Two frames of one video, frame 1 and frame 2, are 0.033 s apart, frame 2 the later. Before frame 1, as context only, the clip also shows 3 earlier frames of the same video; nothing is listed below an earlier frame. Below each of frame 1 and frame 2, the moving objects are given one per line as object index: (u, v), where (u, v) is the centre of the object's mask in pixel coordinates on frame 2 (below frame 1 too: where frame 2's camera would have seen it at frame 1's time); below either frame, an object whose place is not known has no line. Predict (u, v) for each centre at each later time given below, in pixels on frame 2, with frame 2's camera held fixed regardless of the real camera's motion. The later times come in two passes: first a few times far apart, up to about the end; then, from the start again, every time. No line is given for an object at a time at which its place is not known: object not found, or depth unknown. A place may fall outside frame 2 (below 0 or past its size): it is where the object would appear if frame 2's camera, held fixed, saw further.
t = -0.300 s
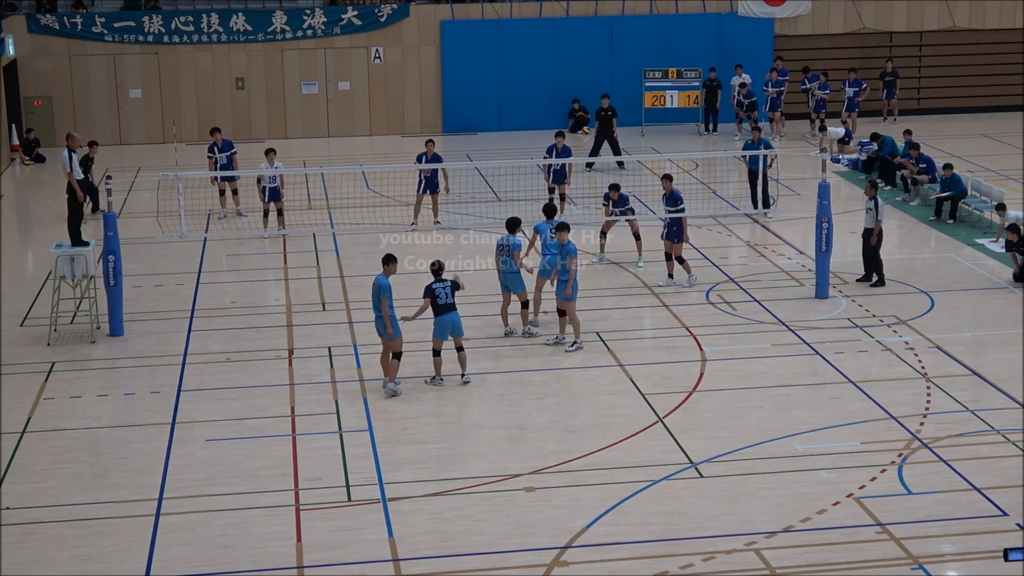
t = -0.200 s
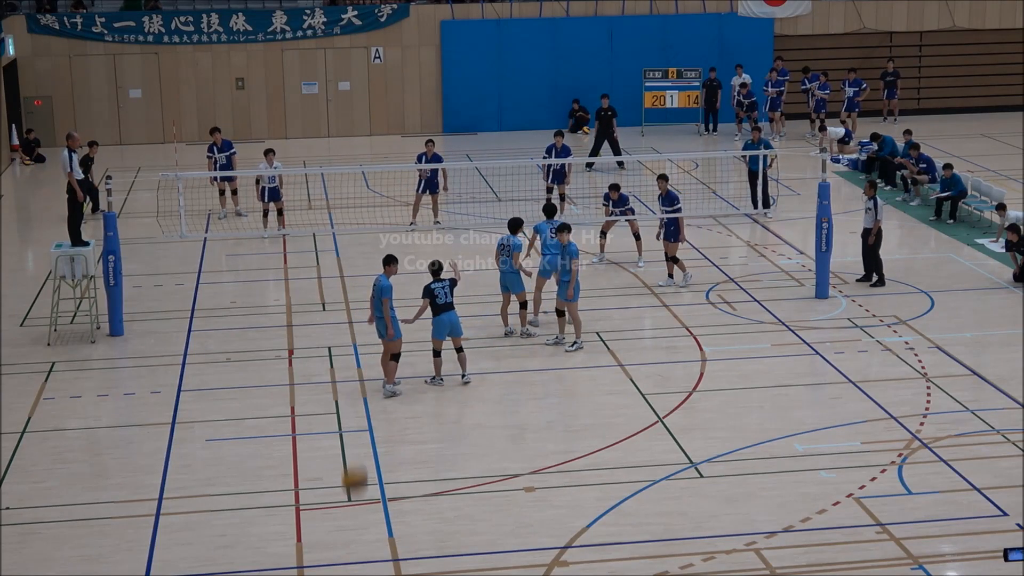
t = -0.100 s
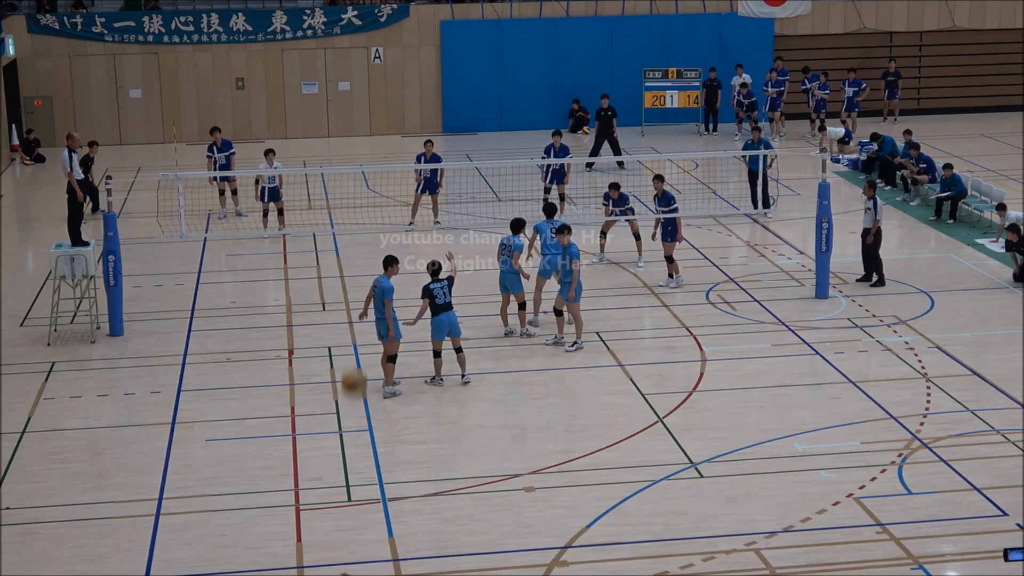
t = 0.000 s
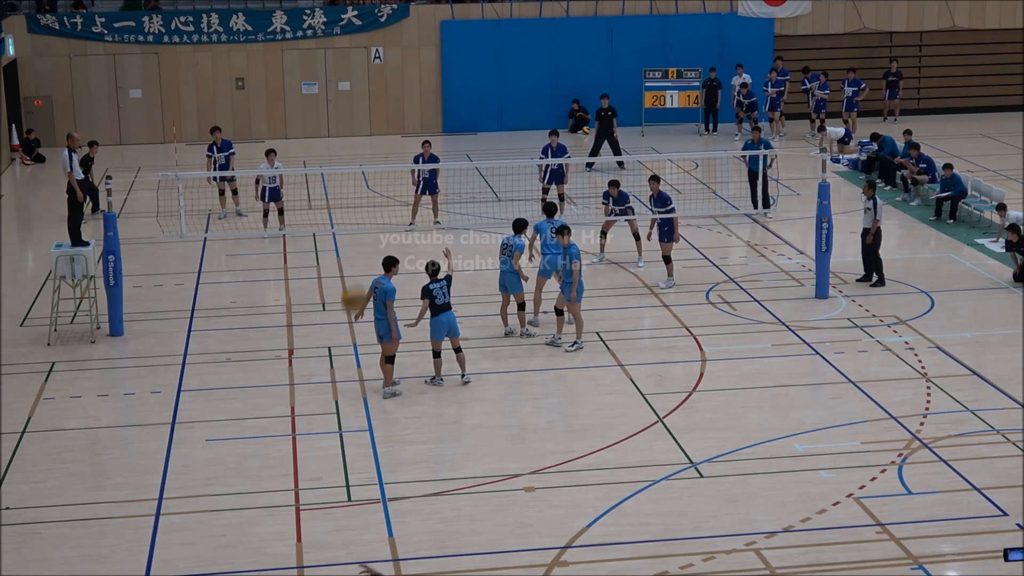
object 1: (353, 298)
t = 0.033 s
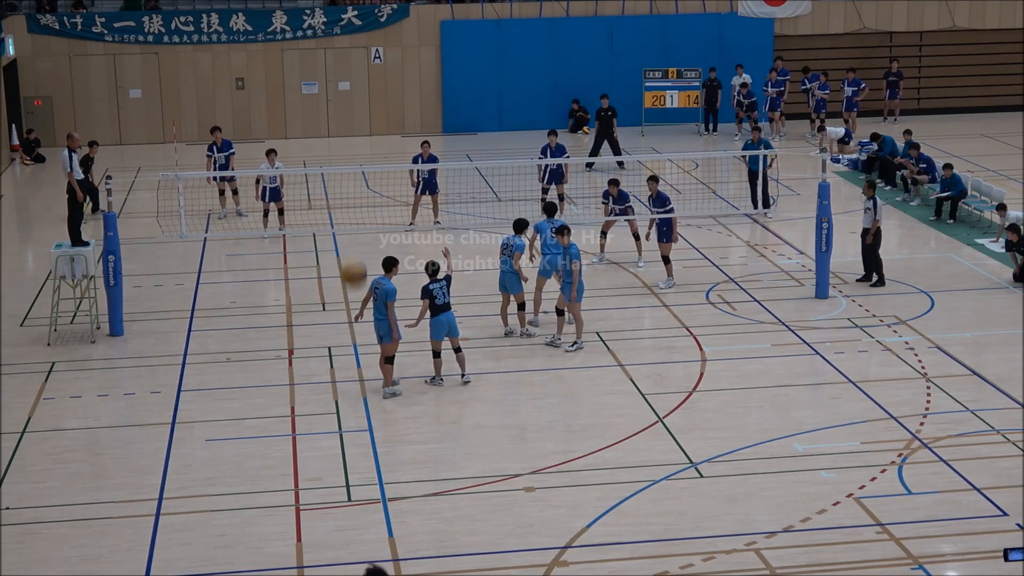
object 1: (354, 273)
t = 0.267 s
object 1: (357, 144)
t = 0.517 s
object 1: (362, 85)
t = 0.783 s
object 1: (369, 103)
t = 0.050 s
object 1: (354, 261)
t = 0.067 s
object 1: (354, 250)
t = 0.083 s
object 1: (355, 240)
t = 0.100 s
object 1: (355, 228)
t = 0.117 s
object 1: (355, 218)
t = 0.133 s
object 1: (355, 208)
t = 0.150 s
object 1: (355, 200)
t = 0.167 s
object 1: (355, 191)
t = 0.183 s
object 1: (355, 182)
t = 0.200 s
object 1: (355, 174)
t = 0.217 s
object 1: (356, 166)
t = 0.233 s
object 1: (356, 158)
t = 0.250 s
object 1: (357, 151)
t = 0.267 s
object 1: (357, 144)
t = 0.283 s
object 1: (357, 138)
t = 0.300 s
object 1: (357, 131)
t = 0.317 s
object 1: (357, 126)
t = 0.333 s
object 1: (357, 120)
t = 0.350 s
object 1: (358, 116)
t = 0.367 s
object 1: (358, 111)
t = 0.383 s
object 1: (359, 107)
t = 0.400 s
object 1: (359, 103)
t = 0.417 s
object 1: (359, 99)
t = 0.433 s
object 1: (360, 96)
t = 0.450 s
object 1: (361, 93)
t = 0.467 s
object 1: (361, 91)
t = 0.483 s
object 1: (361, 87)
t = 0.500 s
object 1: (361, 86)
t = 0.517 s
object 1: (362, 85)
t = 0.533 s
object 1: (362, 83)
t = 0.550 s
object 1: (362, 83)
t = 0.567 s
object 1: (363, 82)
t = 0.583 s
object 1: (363, 83)
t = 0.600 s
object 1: (364, 83)
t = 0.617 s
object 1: (364, 83)
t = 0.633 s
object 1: (365, 84)
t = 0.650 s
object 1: (365, 84)
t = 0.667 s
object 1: (365, 85)
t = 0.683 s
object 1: (366, 87)
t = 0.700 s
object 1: (366, 89)
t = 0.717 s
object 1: (367, 91)
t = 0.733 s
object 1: (368, 94)
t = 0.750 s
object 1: (368, 97)
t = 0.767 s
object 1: (368, 100)
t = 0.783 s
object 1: (369, 103)
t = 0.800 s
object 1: (369, 107)
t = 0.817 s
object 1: (370, 111)
